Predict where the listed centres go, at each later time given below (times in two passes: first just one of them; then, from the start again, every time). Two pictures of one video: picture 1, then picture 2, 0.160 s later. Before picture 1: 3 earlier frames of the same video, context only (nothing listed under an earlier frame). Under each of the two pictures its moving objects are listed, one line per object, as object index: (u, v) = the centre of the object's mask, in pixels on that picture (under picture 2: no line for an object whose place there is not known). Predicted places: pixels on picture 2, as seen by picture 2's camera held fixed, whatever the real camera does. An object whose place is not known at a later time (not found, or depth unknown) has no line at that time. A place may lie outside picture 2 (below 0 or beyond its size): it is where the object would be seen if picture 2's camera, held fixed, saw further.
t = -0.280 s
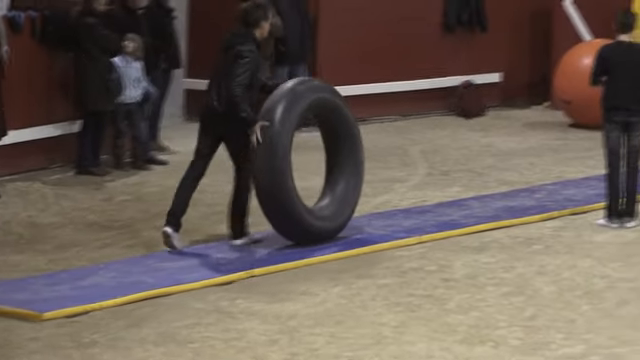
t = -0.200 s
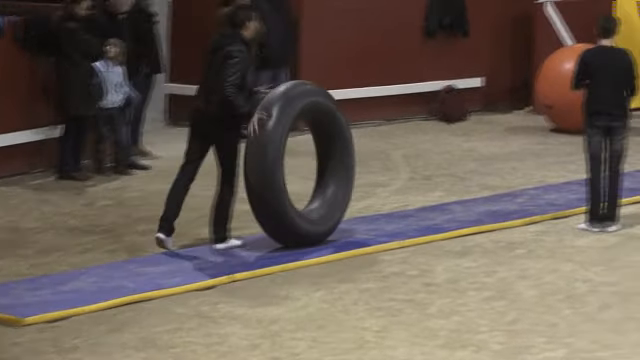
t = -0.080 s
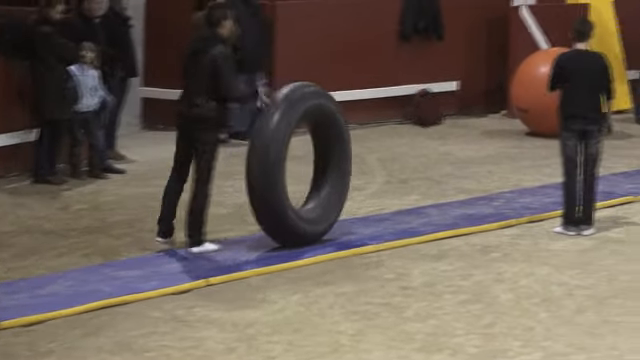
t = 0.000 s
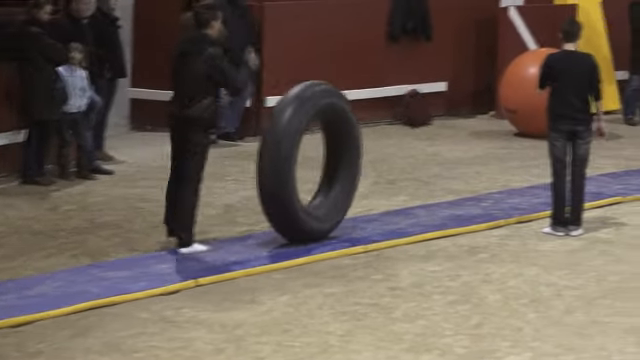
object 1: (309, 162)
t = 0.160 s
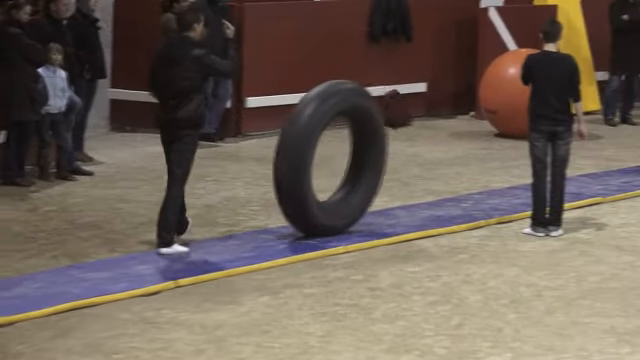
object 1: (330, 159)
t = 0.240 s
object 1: (349, 156)
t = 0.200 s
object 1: (339, 157)
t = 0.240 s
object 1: (349, 156)
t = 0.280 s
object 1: (358, 155)
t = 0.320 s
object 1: (367, 154)
